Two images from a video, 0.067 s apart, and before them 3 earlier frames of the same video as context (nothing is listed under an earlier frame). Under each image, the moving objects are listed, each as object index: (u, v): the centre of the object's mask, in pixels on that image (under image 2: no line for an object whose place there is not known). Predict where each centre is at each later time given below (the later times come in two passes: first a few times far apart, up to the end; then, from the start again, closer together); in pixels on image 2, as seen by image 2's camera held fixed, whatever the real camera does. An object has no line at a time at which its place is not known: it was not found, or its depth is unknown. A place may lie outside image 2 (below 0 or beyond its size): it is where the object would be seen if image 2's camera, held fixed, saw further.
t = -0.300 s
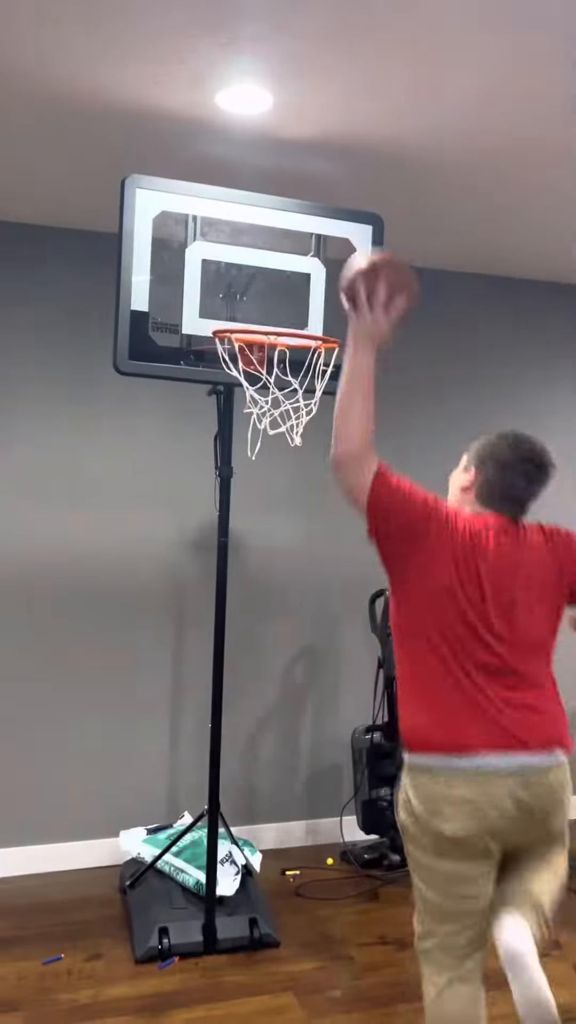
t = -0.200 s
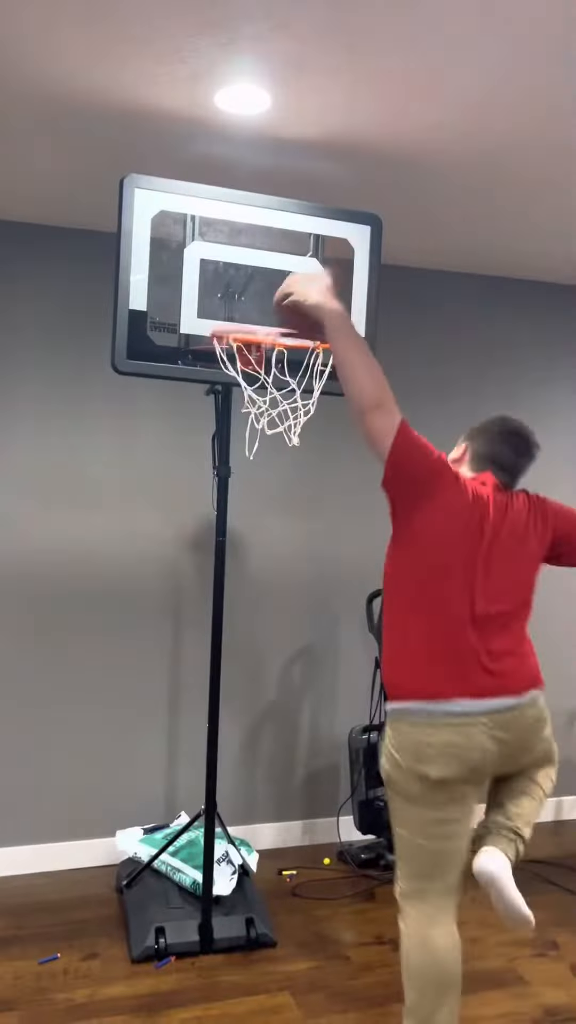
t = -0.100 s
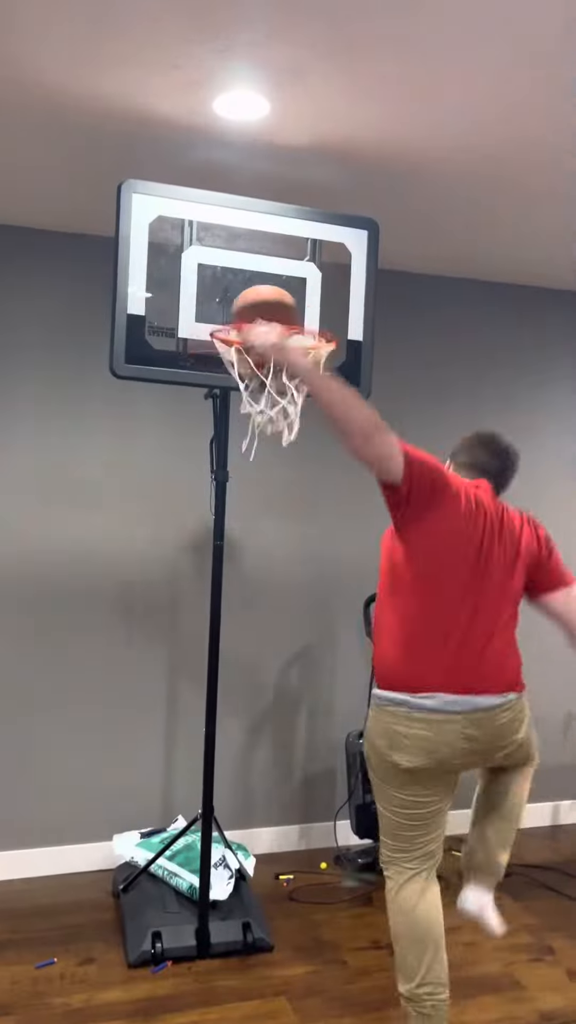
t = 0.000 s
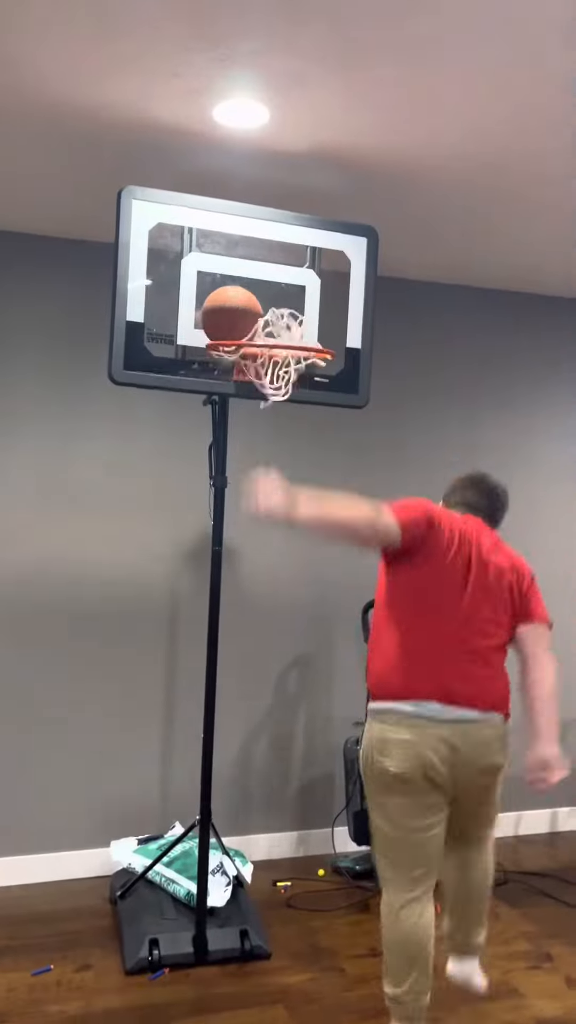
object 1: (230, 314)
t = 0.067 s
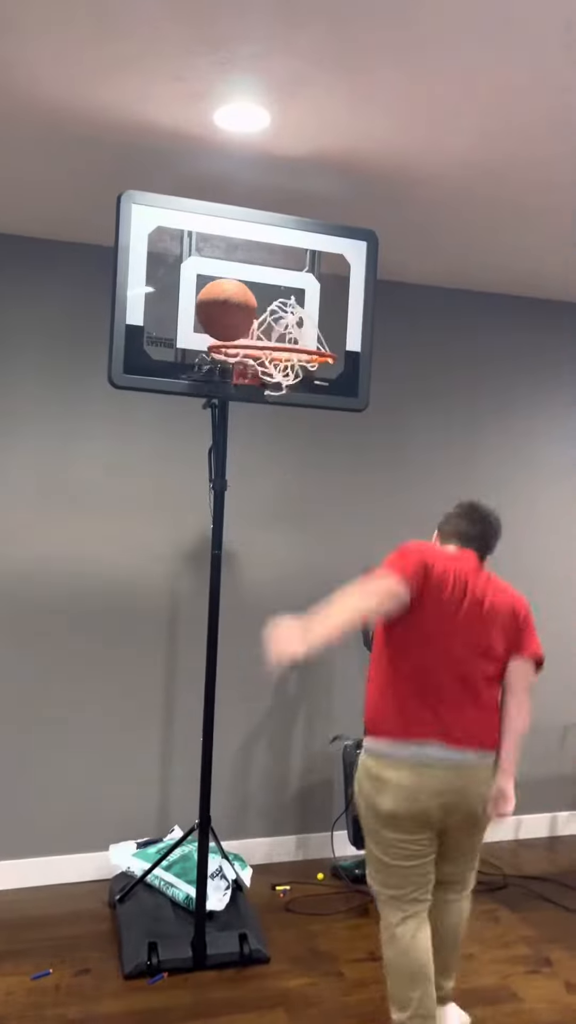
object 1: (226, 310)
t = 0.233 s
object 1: (229, 314)
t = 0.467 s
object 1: (252, 380)
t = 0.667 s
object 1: (276, 467)
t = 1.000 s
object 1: (319, 882)
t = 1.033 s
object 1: (323, 944)
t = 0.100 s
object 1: (224, 309)
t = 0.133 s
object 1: (223, 309)
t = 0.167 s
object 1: (226, 307)
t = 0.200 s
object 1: (227, 308)
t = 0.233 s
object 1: (229, 314)
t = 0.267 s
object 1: (231, 319)
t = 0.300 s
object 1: (235, 322)
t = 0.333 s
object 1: (238, 323)
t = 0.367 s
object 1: (241, 326)
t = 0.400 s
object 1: (244, 349)
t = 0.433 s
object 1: (250, 363)
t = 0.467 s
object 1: (252, 380)
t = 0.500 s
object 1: (253, 396)
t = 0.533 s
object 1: (256, 412)
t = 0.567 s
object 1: (260, 423)
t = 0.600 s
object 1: (265, 435)
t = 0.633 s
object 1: (269, 457)
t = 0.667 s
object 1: (276, 467)
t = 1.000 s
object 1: (319, 882)
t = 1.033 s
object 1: (323, 944)
